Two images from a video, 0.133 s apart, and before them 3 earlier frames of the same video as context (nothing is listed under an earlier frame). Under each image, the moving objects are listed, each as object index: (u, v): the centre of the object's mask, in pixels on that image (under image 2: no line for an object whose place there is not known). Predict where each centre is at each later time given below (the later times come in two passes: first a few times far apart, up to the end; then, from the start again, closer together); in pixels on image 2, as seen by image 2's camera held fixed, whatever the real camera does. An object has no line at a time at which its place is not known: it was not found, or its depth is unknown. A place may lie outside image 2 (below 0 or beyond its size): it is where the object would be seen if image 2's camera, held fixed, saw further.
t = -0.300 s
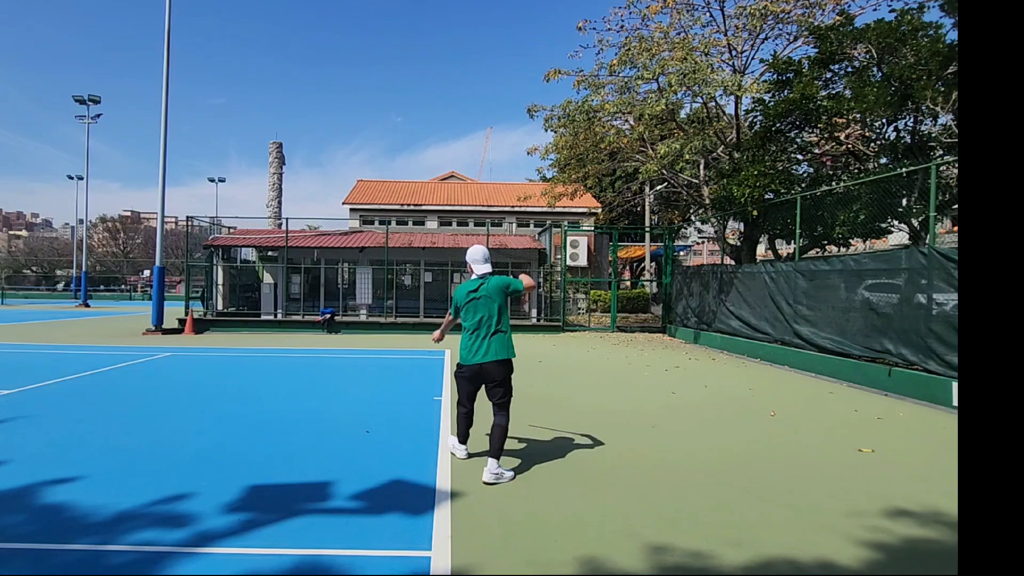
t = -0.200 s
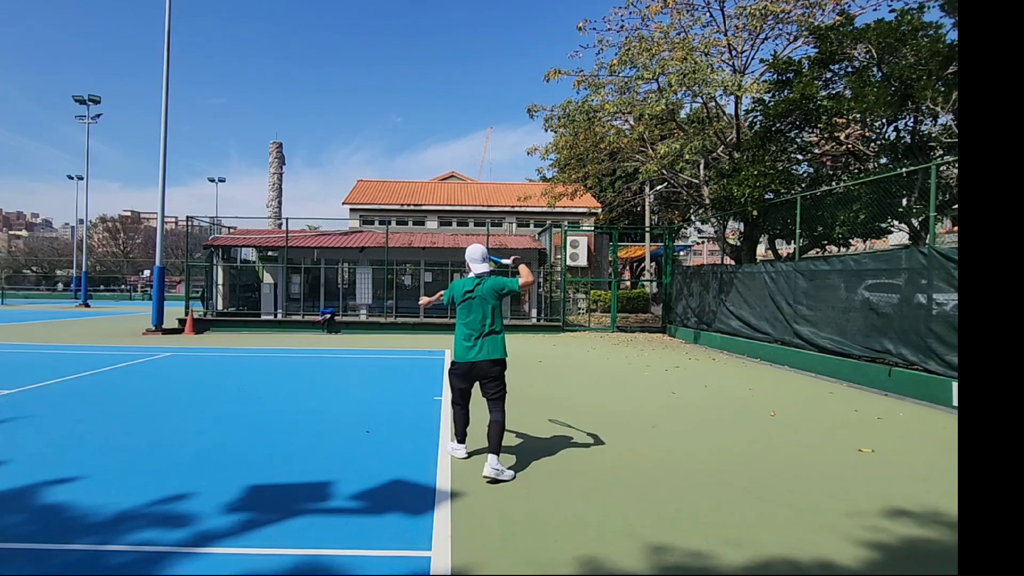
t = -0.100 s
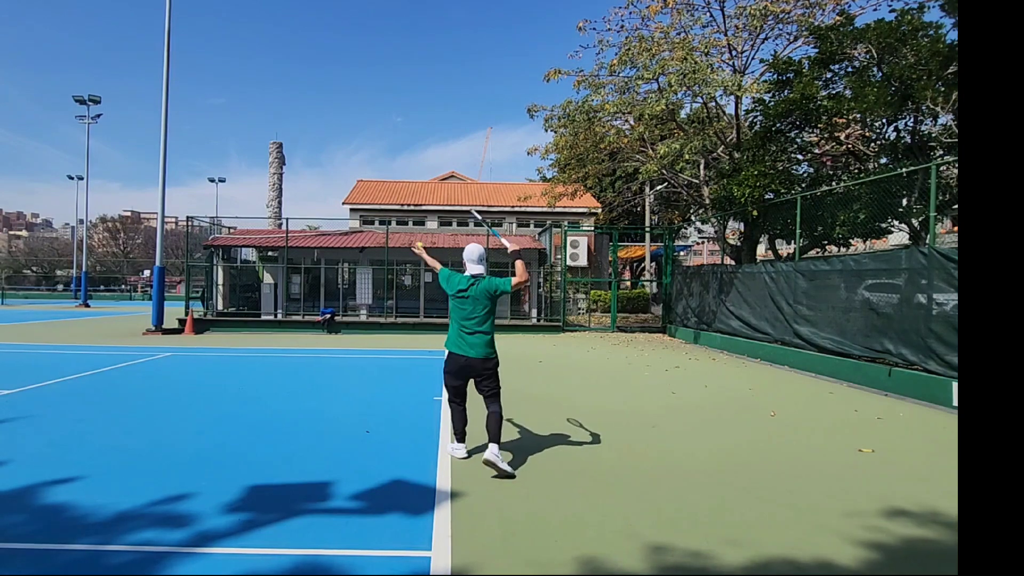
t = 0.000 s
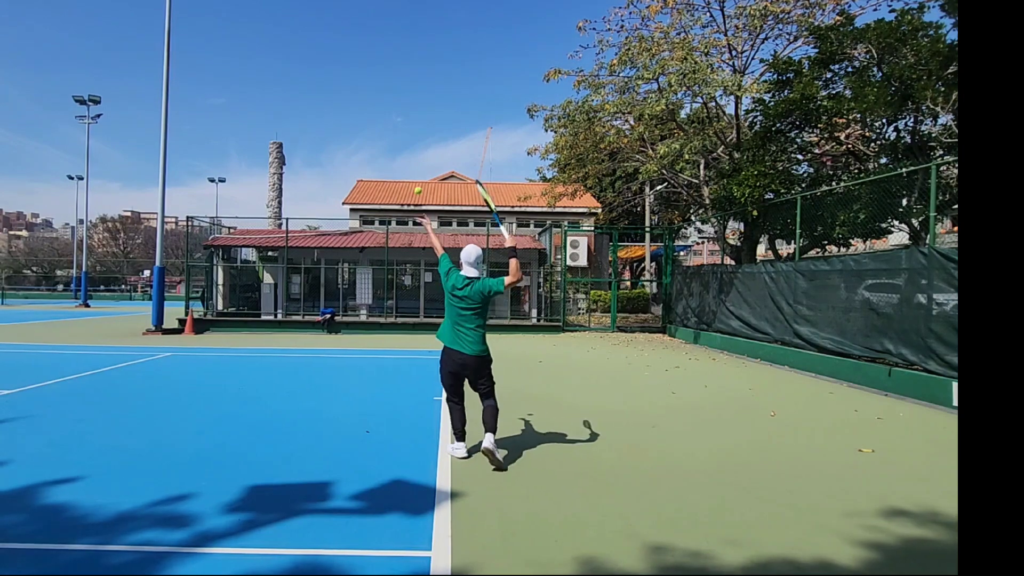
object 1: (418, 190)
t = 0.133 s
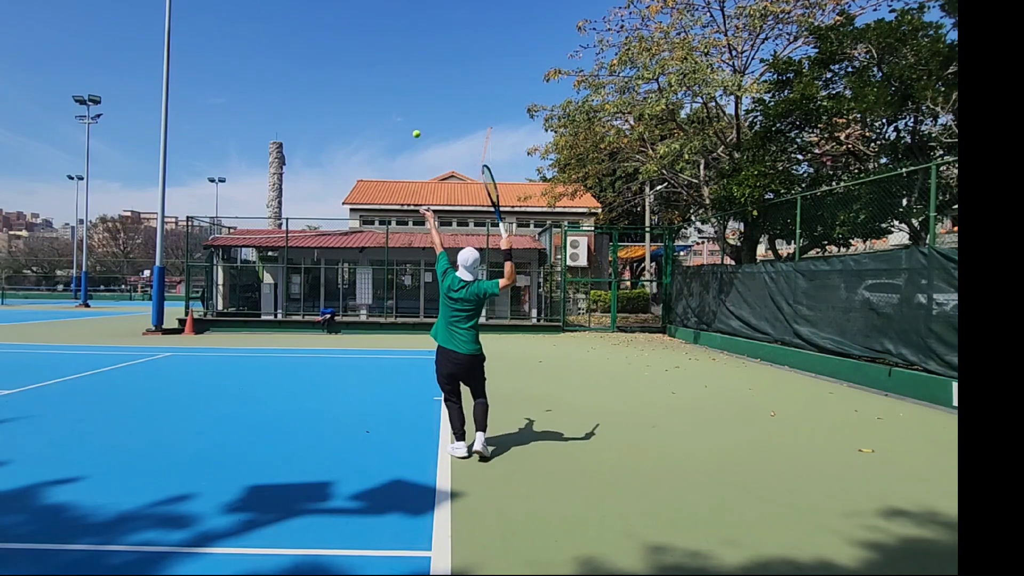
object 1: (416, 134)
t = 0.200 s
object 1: (415, 113)
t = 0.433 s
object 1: (412, 77)
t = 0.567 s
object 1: (409, 84)
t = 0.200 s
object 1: (415, 113)
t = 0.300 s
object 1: (414, 90)
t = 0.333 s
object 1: (414, 85)
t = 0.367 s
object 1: (413, 81)
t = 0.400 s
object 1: (413, 79)
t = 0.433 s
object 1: (412, 77)
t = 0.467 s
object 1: (412, 77)
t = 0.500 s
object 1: (411, 78)
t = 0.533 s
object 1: (410, 80)
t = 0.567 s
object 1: (409, 84)
